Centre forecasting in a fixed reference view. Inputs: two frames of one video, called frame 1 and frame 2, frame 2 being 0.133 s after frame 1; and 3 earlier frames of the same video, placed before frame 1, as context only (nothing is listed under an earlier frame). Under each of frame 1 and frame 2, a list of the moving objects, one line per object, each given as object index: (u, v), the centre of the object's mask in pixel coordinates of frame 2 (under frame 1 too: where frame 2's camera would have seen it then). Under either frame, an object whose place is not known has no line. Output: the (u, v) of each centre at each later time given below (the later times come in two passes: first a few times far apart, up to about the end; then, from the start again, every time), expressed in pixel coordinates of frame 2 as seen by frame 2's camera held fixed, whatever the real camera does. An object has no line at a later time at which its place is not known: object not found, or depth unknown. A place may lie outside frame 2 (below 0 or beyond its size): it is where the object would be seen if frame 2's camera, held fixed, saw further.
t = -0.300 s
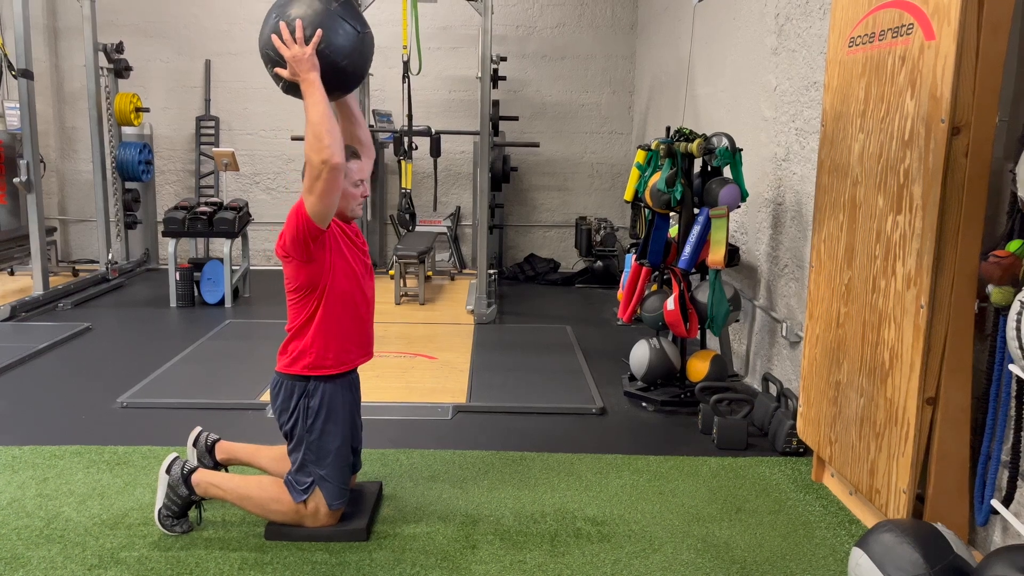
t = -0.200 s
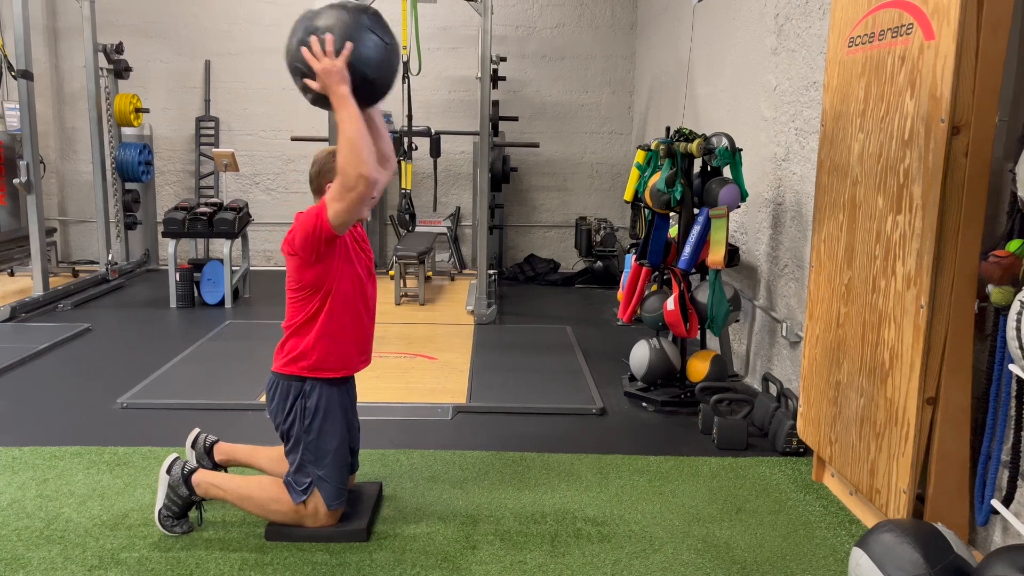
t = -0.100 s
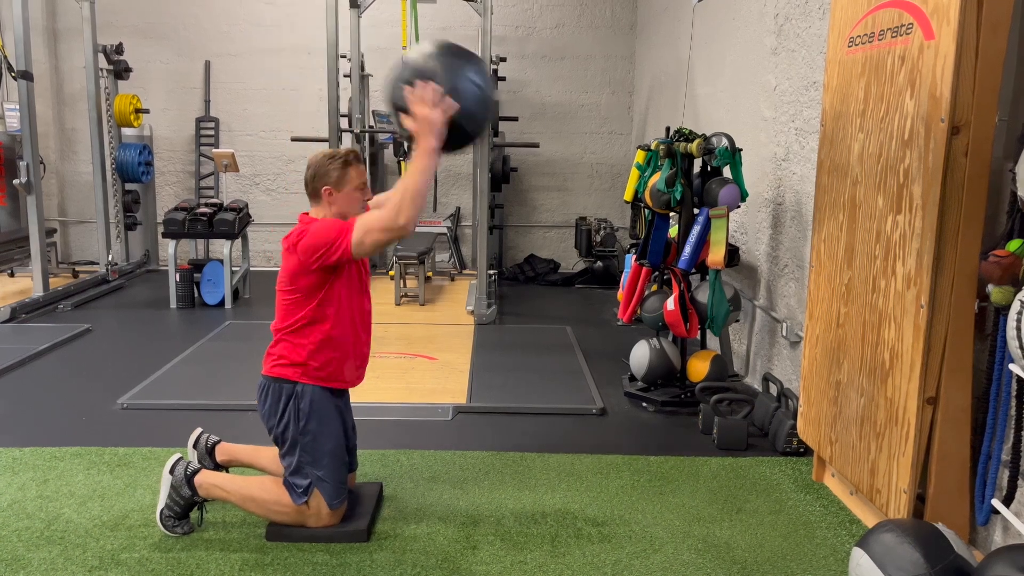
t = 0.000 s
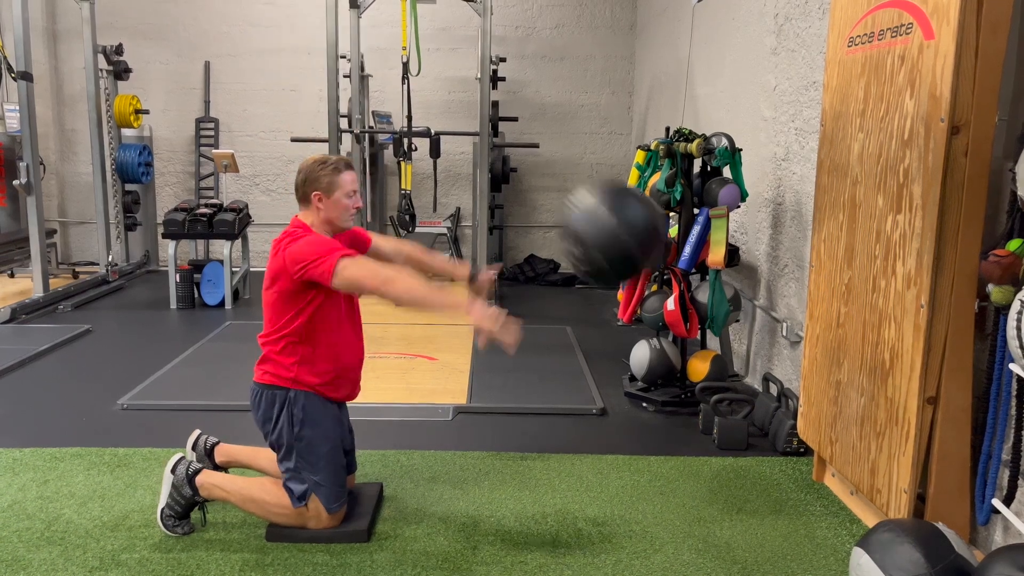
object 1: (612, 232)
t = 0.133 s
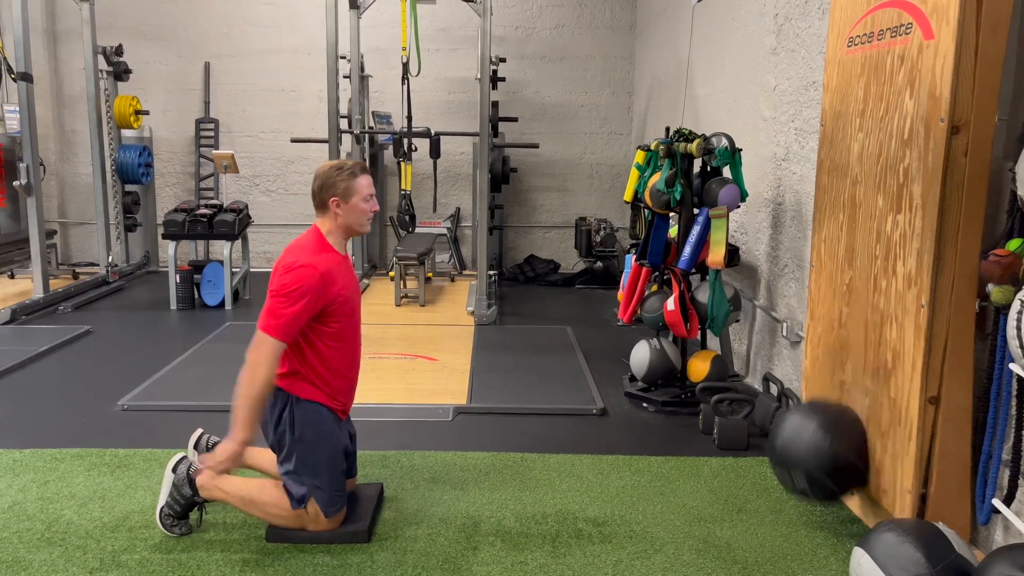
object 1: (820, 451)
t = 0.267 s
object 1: (743, 460)
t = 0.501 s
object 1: (584, 428)
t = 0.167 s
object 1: (808, 490)
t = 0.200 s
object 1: (785, 494)
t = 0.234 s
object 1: (764, 476)
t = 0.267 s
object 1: (743, 460)
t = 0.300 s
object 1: (722, 448)
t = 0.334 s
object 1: (700, 437)
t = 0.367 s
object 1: (678, 430)
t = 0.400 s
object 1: (655, 425)
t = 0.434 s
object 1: (633, 423)
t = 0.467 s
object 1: (608, 425)
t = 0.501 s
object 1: (584, 428)
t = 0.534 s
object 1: (560, 436)
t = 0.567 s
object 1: (536, 447)
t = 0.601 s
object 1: (513, 461)
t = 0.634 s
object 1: (490, 478)
